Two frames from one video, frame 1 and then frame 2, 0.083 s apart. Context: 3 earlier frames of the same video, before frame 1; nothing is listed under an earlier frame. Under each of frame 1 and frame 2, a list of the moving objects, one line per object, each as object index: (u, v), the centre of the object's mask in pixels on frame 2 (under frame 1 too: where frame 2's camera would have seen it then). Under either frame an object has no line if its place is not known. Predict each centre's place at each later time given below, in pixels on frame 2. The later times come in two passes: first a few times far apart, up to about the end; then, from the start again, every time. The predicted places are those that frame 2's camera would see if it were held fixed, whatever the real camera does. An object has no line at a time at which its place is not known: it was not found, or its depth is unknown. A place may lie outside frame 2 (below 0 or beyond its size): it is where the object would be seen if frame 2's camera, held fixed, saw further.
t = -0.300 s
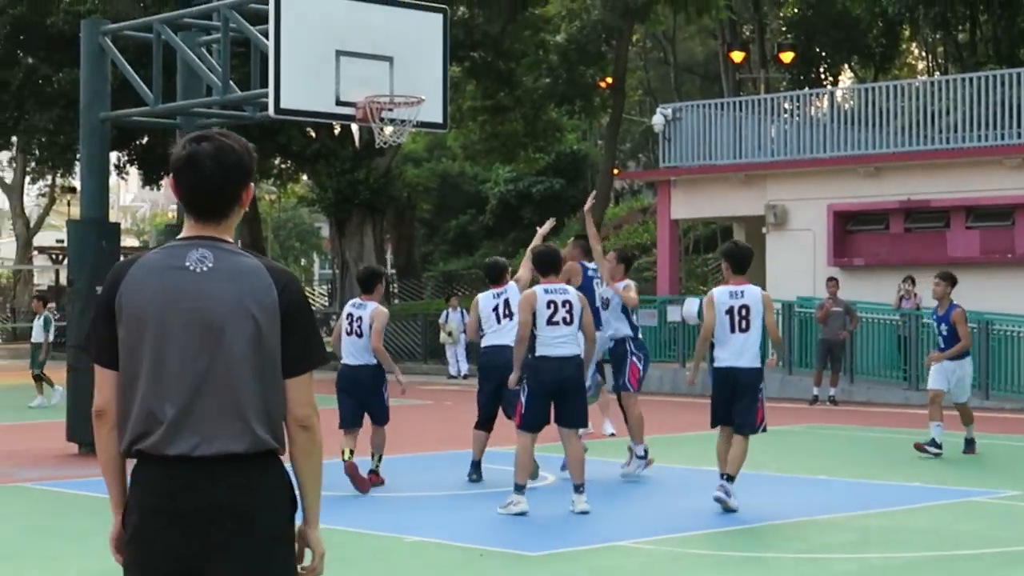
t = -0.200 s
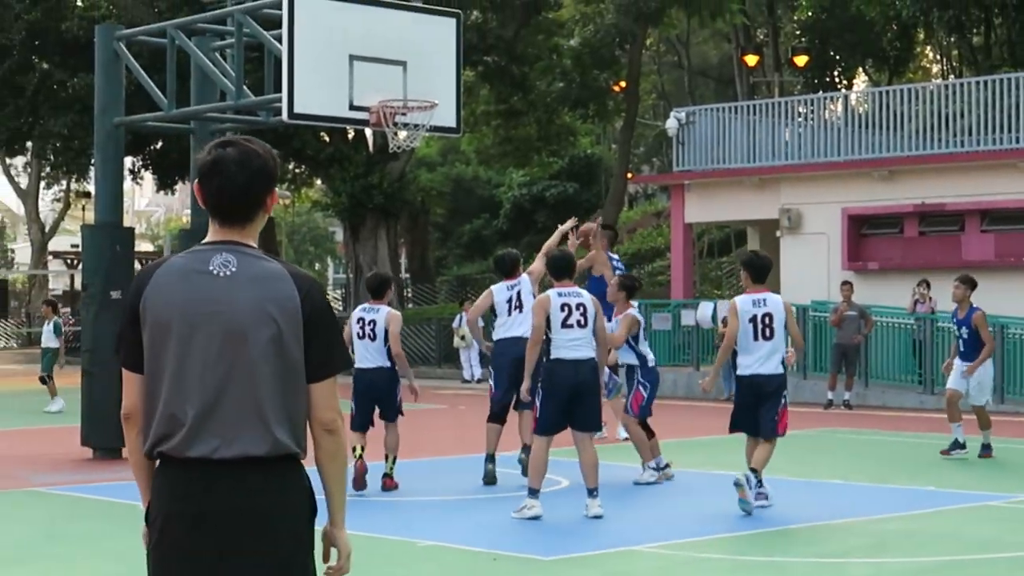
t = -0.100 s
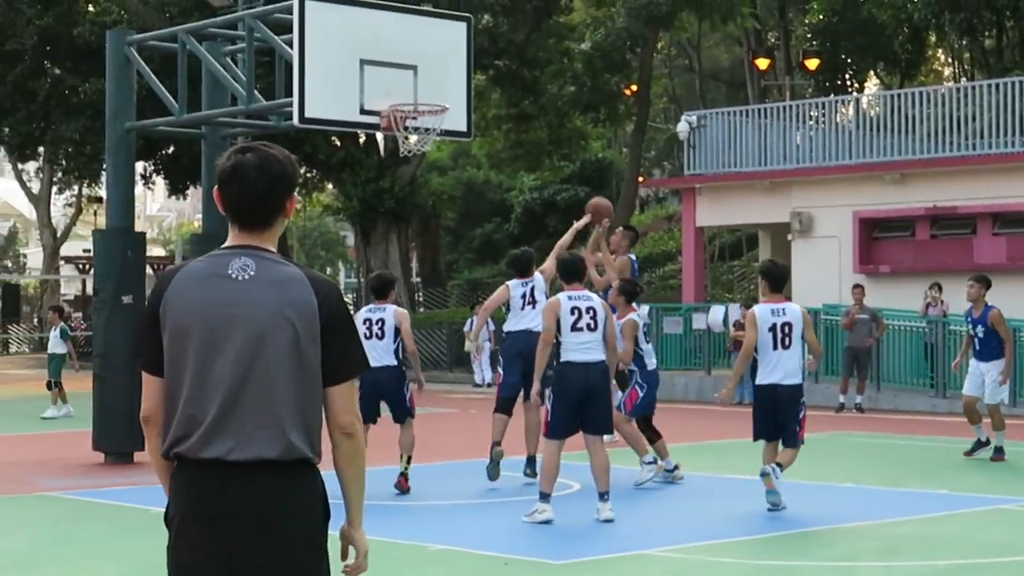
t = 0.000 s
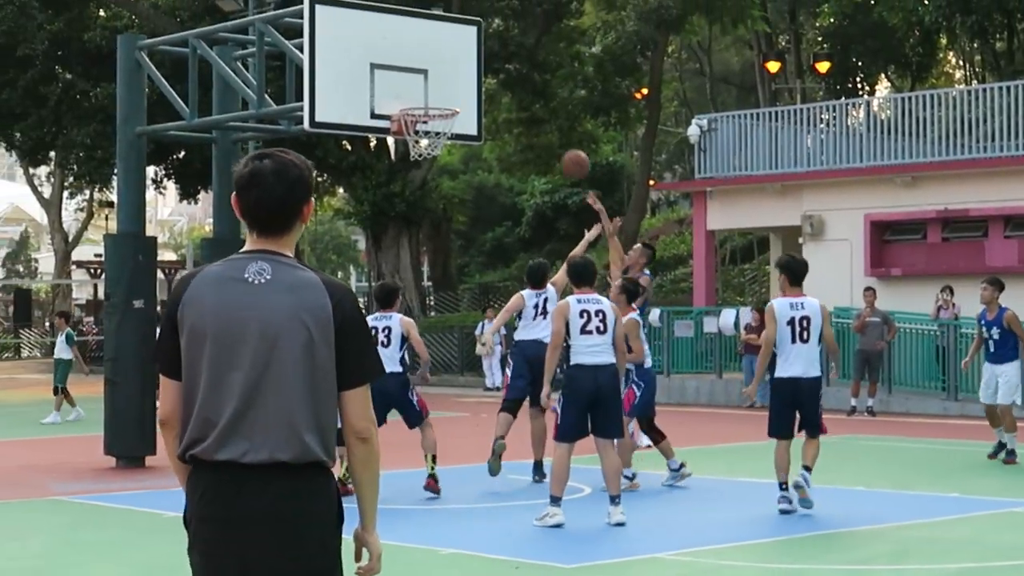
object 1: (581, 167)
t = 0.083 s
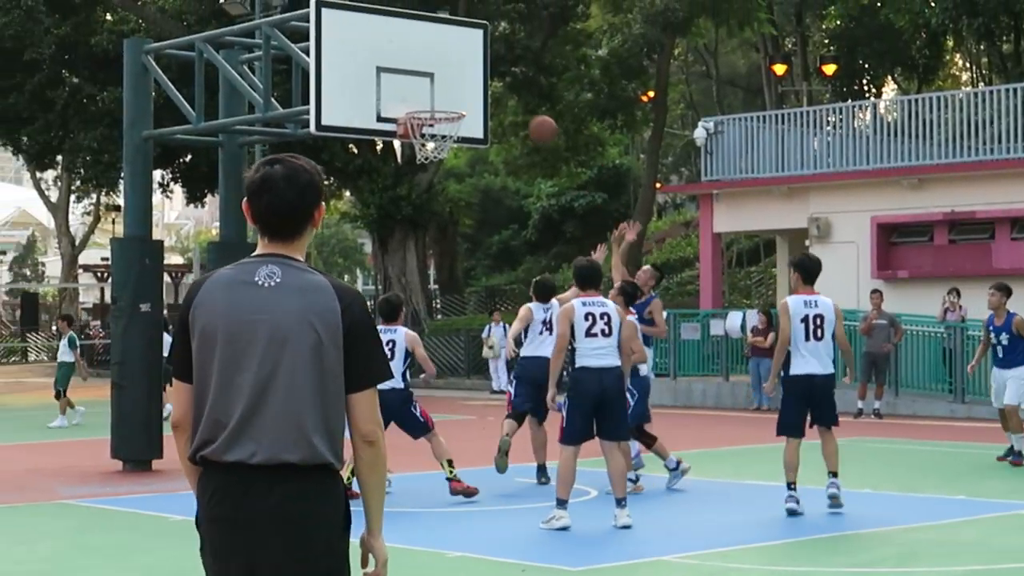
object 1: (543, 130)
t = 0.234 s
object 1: (472, 83)
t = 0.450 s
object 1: (456, 75)
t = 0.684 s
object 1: (447, 96)
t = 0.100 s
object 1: (535, 123)
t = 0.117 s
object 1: (527, 117)
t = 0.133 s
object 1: (519, 111)
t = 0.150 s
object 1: (511, 105)
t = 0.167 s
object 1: (503, 100)
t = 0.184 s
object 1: (496, 96)
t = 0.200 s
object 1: (488, 91)
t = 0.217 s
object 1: (480, 87)
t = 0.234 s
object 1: (472, 83)
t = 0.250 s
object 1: (465, 80)
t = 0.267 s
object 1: (464, 78)
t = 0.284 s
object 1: (463, 76)
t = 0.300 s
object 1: (463, 74)
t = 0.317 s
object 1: (462, 73)
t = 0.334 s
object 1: (461, 72)
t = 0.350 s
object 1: (460, 72)
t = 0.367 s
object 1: (460, 72)
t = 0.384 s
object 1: (459, 72)
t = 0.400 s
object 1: (458, 72)
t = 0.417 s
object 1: (457, 73)
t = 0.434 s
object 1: (457, 74)
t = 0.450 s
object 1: (456, 75)
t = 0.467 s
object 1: (455, 77)
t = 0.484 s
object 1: (454, 79)
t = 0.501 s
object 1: (453, 81)
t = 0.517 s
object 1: (452, 84)
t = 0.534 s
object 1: (451, 87)
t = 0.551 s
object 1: (450, 91)
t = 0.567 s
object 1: (450, 94)
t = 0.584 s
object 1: (449, 96)
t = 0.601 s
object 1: (449, 96)
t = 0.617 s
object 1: (448, 95)
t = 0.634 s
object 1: (448, 95)
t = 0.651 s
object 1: (448, 95)
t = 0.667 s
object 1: (447, 95)
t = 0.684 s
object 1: (447, 96)
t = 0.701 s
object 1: (447, 97)
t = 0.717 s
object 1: (447, 98)
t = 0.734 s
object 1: (446, 100)
